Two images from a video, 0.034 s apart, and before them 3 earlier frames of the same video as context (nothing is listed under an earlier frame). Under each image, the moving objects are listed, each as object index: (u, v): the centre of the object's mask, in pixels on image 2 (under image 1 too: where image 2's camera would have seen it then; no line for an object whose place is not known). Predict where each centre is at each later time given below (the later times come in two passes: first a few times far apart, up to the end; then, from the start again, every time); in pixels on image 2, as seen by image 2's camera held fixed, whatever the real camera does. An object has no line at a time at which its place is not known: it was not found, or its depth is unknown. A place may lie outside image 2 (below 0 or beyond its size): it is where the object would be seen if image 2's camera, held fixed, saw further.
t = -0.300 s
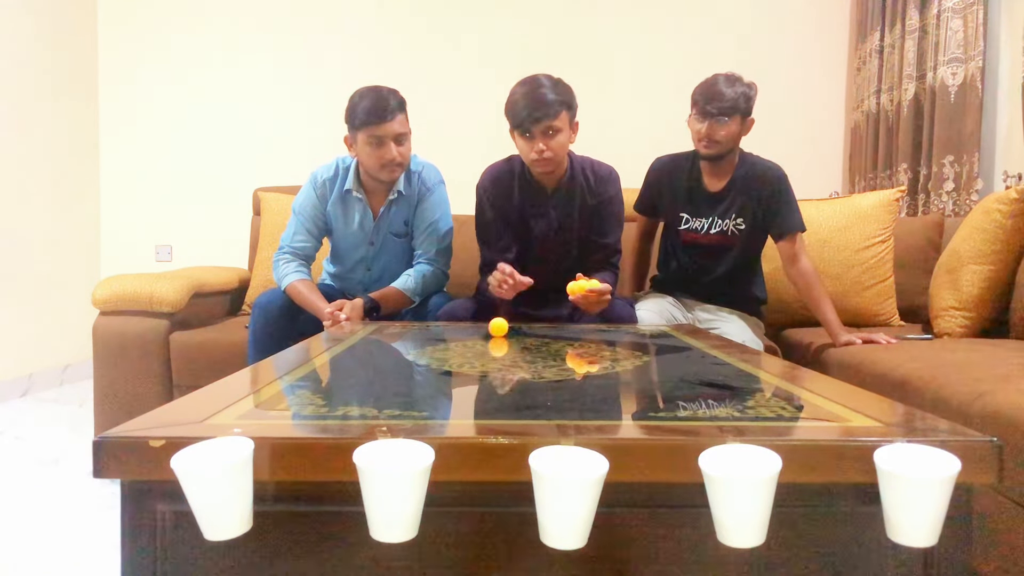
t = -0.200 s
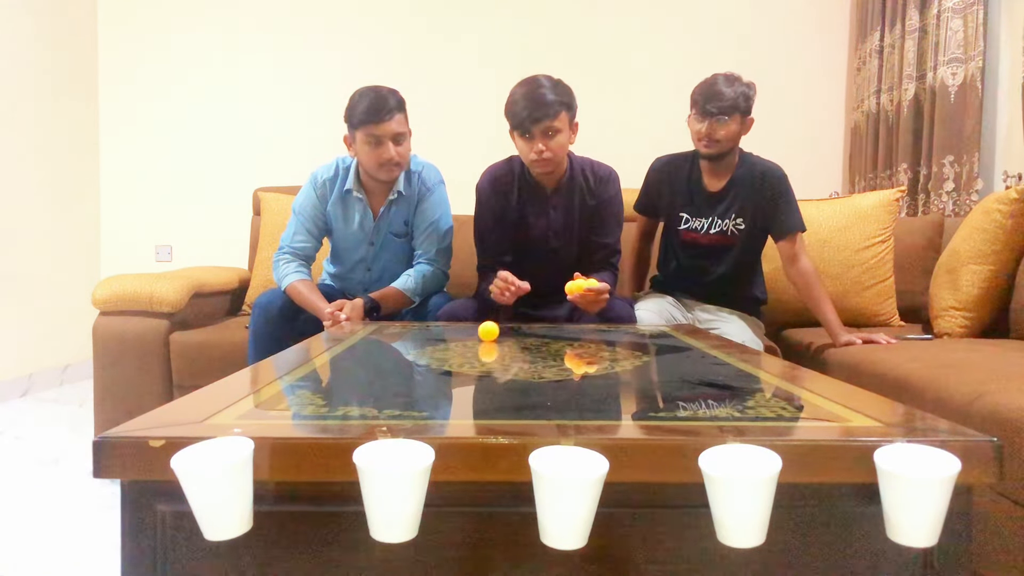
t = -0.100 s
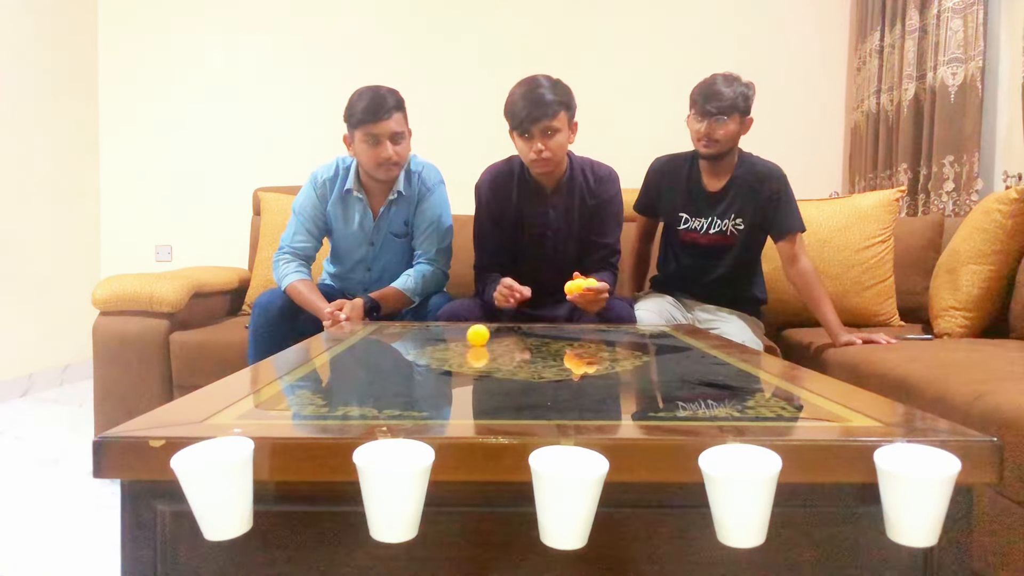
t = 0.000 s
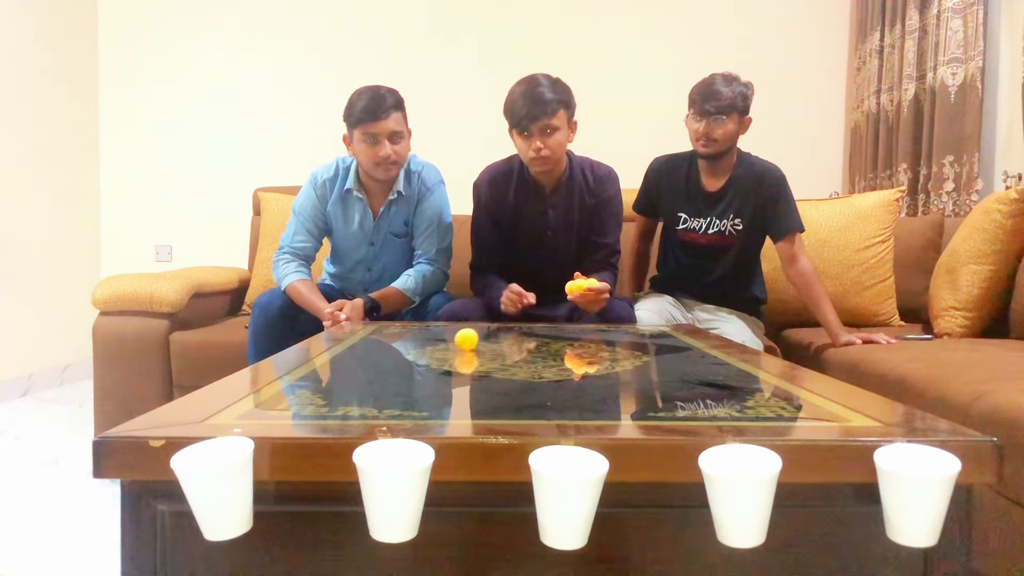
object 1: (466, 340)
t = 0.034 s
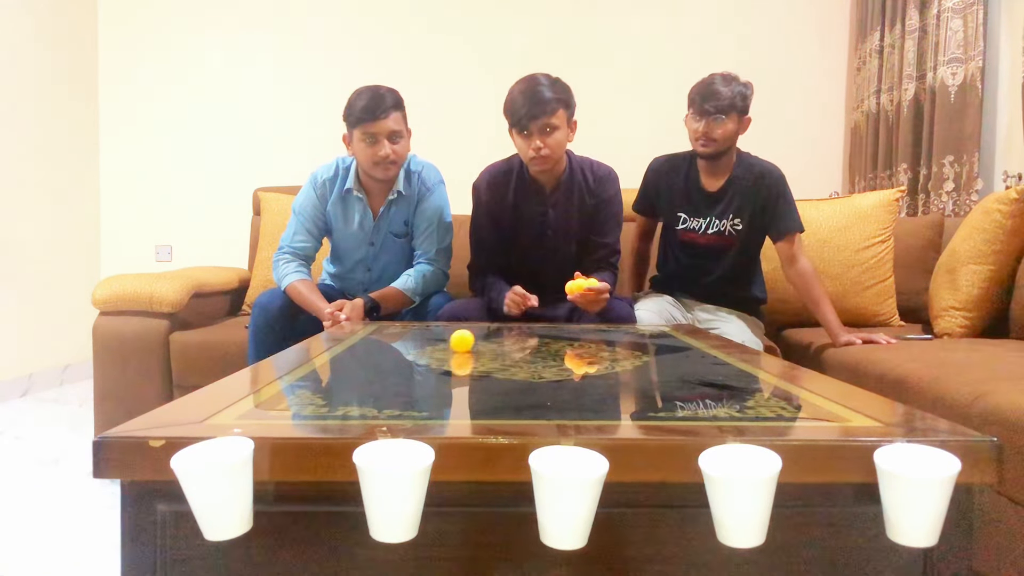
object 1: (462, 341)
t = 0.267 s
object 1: (433, 352)
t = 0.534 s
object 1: (403, 368)
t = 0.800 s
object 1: (386, 386)
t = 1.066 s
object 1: (386, 408)
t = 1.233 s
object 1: (398, 454)
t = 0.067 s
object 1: (457, 343)
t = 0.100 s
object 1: (453, 344)
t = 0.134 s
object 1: (450, 345)
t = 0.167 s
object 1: (445, 347)
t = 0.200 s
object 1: (441, 349)
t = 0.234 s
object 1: (437, 350)
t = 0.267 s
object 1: (433, 352)
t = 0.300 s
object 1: (429, 354)
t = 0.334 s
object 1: (425, 356)
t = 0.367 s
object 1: (421, 358)
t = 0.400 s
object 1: (417, 359)
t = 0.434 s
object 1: (413, 362)
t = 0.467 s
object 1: (410, 363)
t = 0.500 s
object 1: (407, 365)
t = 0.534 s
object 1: (403, 368)
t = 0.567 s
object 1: (400, 370)
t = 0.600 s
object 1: (398, 372)
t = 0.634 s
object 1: (395, 374)
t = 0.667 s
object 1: (393, 376)
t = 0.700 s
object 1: (390, 379)
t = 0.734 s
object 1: (388, 381)
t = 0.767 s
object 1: (387, 384)
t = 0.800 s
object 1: (386, 386)
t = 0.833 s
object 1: (384, 389)
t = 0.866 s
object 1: (383, 392)
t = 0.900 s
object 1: (383, 395)
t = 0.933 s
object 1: (383, 397)
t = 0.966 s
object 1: (383, 400)
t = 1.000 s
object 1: (383, 403)
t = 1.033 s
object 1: (385, 403)
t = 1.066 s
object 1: (386, 408)
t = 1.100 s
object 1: (388, 411)
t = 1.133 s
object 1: (390, 415)
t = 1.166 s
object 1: (393, 421)
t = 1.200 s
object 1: (395, 434)
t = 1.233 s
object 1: (398, 454)
